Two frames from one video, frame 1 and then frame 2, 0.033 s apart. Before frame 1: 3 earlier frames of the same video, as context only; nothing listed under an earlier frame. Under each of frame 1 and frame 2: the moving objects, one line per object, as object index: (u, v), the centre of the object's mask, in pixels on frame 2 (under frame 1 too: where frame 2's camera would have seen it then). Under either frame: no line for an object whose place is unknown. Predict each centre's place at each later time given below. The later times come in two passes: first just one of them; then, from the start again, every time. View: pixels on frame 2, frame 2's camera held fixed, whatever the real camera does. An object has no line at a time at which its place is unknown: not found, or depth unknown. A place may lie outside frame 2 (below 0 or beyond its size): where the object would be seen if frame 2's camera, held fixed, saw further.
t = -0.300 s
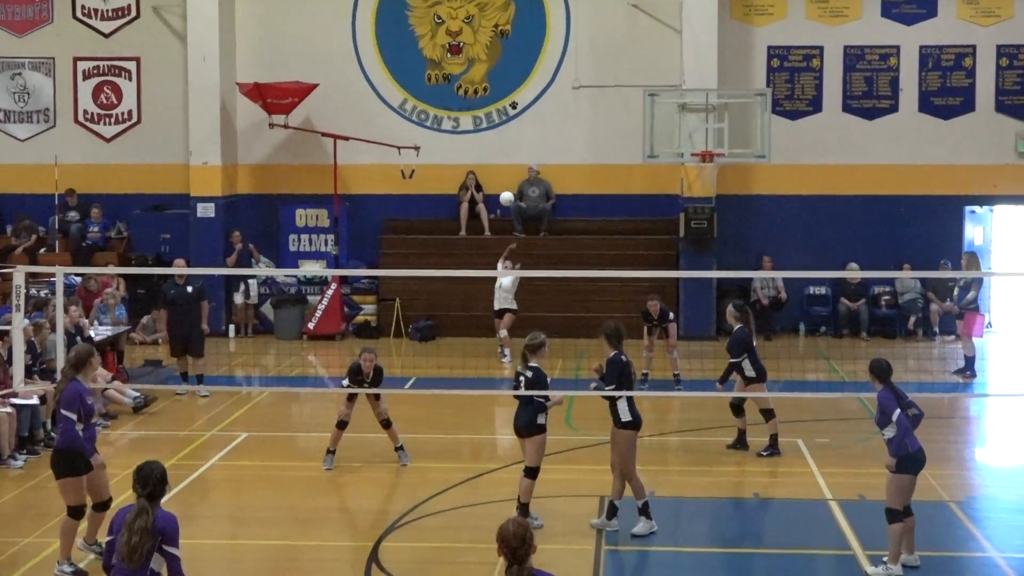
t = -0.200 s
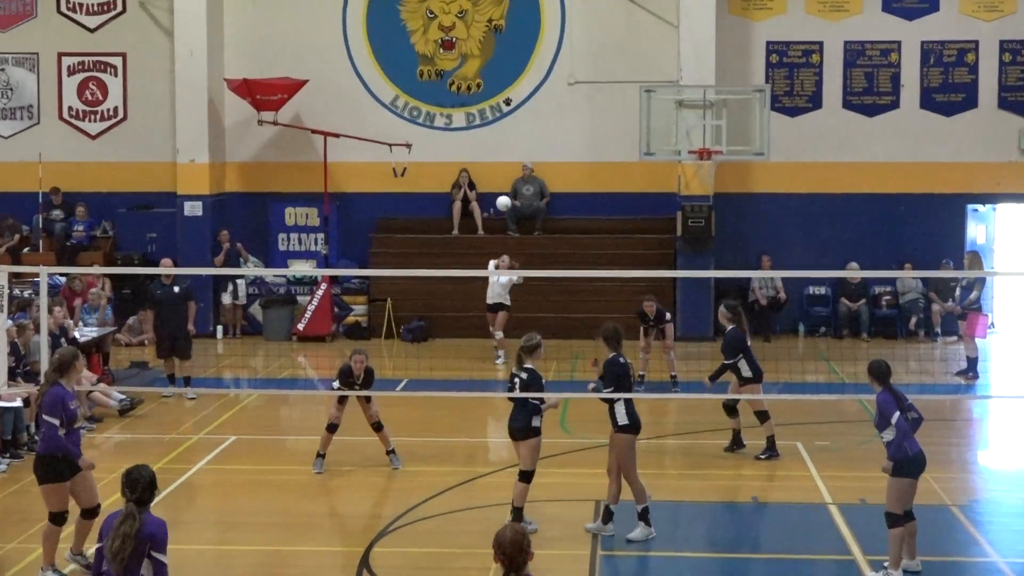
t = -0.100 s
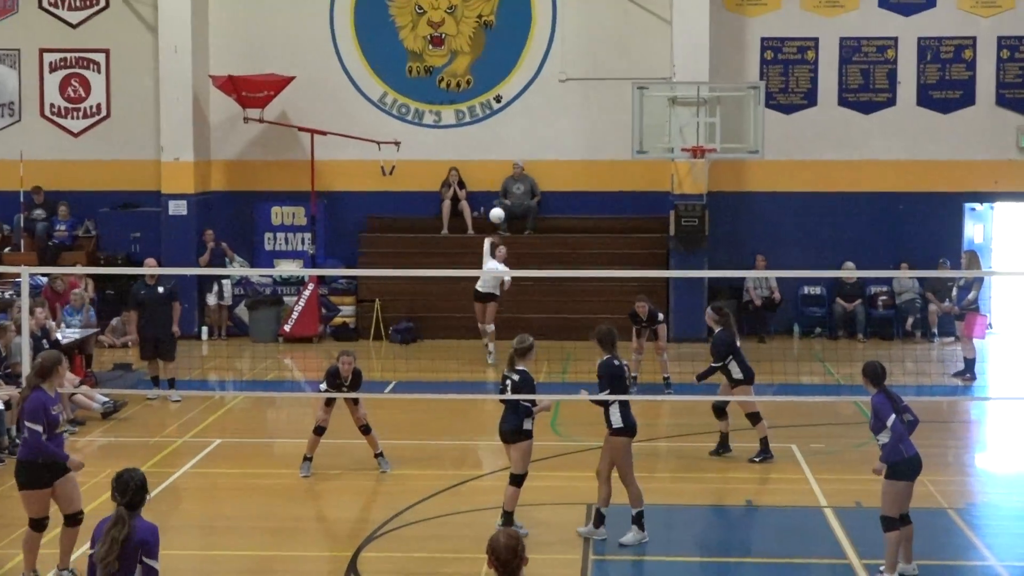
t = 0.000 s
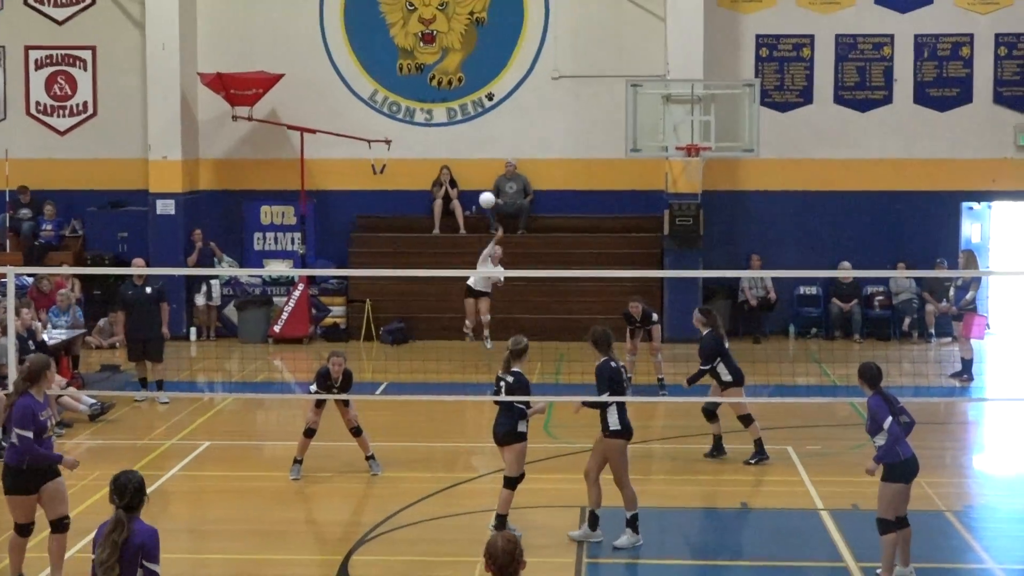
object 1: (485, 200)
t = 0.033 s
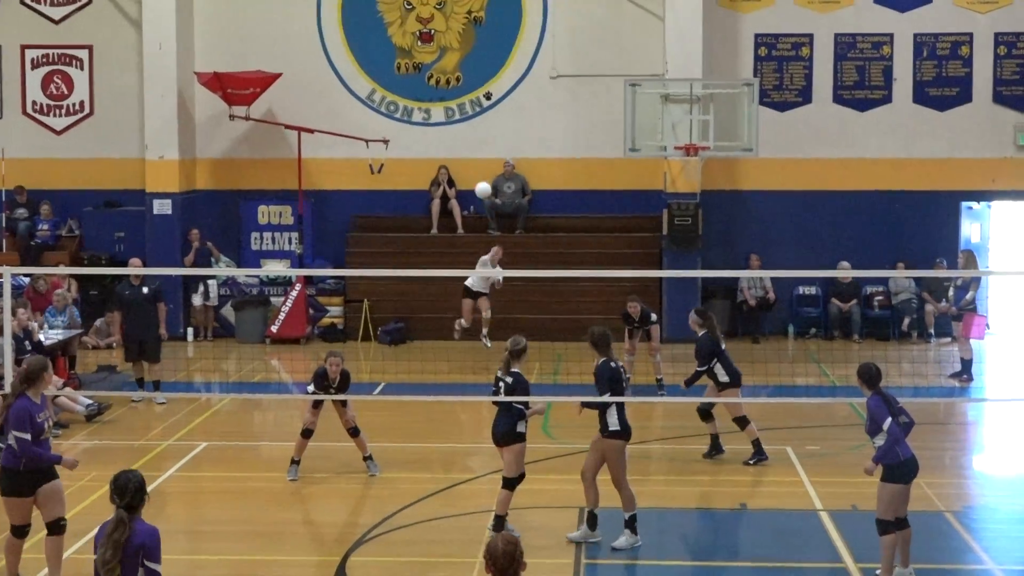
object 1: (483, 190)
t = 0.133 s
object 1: (476, 164)
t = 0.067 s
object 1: (481, 181)
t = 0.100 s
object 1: (479, 172)
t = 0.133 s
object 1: (476, 164)
